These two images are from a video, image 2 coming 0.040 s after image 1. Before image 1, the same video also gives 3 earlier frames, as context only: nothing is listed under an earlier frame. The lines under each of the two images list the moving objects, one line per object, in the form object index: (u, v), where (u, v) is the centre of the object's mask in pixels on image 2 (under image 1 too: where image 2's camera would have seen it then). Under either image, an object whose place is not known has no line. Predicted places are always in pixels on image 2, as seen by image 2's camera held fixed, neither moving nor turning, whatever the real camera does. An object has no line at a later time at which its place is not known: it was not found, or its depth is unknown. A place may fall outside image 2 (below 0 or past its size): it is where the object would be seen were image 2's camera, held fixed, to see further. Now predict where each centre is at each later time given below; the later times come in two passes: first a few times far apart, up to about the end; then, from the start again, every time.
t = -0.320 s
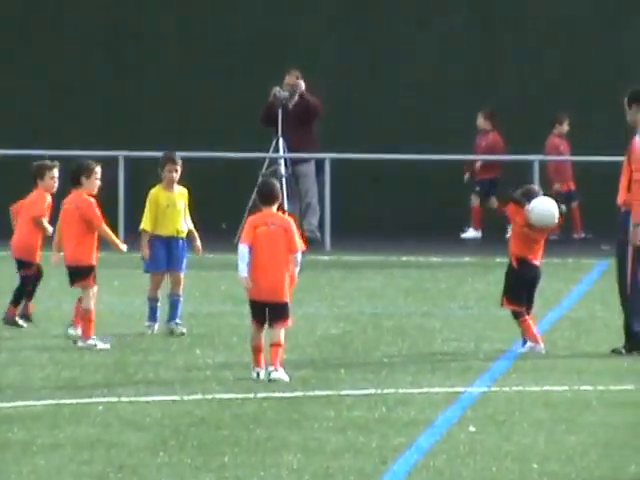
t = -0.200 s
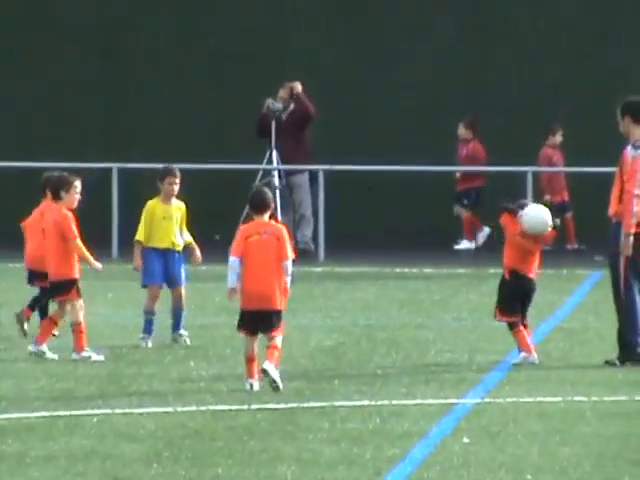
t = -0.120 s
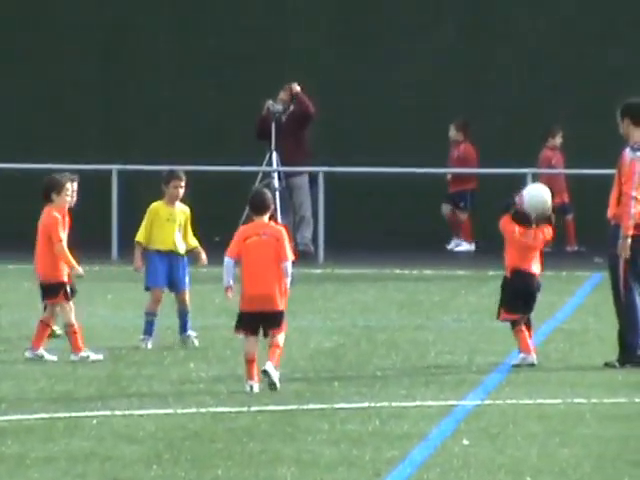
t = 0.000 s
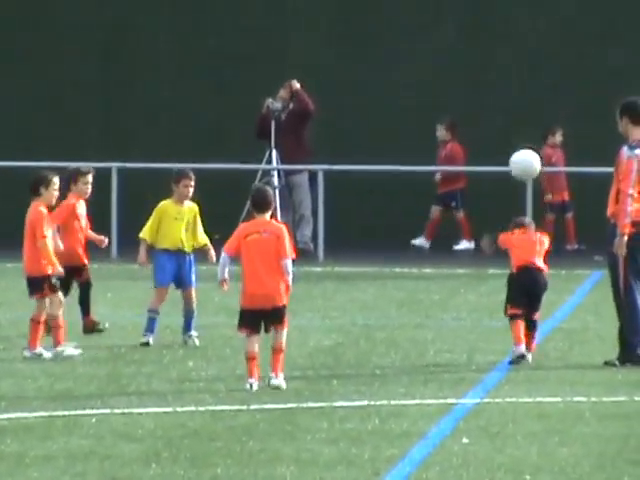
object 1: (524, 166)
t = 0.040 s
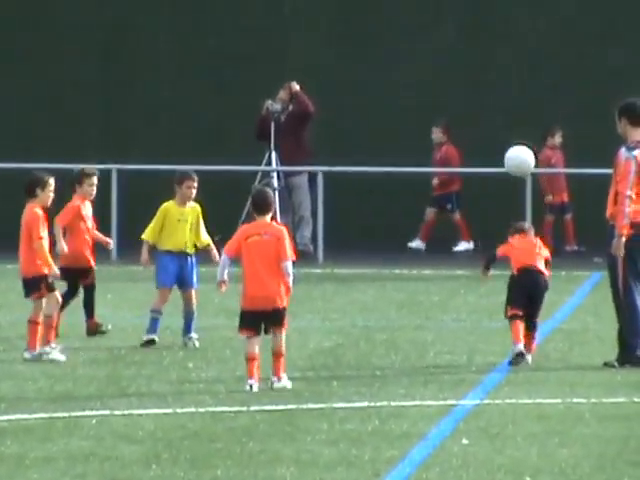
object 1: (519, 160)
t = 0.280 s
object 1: (492, 177)
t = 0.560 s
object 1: (465, 289)
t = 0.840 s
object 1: (453, 246)
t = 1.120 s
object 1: (446, 238)
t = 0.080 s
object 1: (515, 157)
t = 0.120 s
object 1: (510, 157)
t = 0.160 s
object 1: (505, 158)
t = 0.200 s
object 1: (502, 162)
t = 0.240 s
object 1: (497, 168)
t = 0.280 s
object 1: (492, 177)
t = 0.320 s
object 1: (488, 187)
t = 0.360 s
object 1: (483, 199)
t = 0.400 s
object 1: (479, 214)
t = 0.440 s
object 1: (476, 231)
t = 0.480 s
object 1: (472, 249)
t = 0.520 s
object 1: (468, 268)
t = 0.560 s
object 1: (465, 289)
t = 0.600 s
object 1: (460, 315)
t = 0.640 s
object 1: (458, 314)
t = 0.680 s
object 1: (457, 296)
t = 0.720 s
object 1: (455, 280)
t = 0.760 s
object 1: (455, 265)
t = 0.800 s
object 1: (454, 254)
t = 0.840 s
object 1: (453, 246)
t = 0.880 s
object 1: (452, 239)
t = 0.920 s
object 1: (451, 233)
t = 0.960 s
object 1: (450, 230)
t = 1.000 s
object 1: (449, 229)
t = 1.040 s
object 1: (448, 230)
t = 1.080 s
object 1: (447, 234)
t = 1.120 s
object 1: (446, 238)
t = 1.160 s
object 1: (445, 245)
